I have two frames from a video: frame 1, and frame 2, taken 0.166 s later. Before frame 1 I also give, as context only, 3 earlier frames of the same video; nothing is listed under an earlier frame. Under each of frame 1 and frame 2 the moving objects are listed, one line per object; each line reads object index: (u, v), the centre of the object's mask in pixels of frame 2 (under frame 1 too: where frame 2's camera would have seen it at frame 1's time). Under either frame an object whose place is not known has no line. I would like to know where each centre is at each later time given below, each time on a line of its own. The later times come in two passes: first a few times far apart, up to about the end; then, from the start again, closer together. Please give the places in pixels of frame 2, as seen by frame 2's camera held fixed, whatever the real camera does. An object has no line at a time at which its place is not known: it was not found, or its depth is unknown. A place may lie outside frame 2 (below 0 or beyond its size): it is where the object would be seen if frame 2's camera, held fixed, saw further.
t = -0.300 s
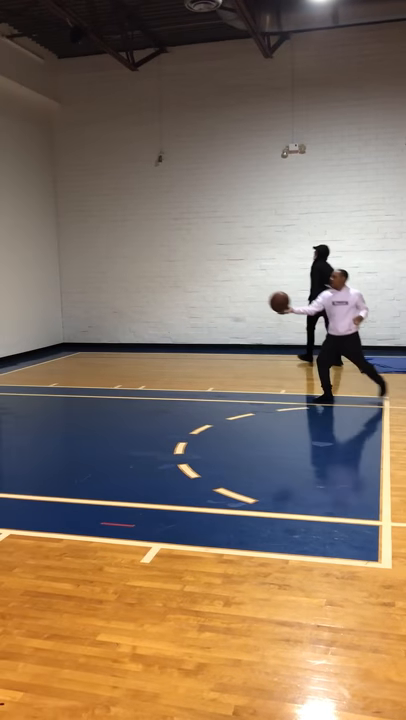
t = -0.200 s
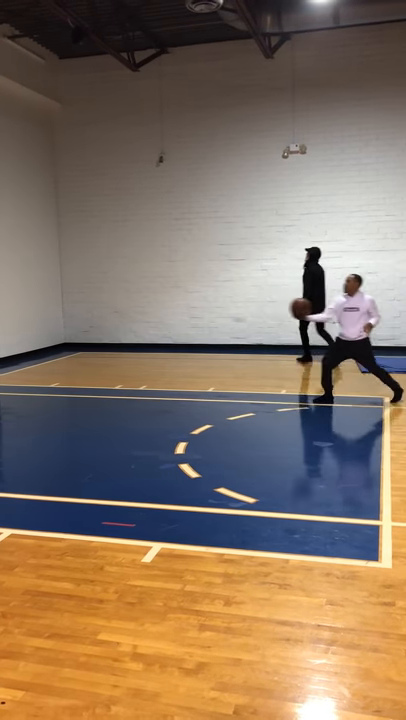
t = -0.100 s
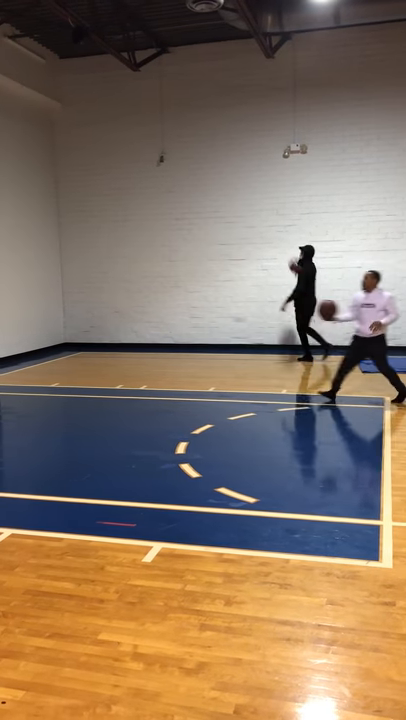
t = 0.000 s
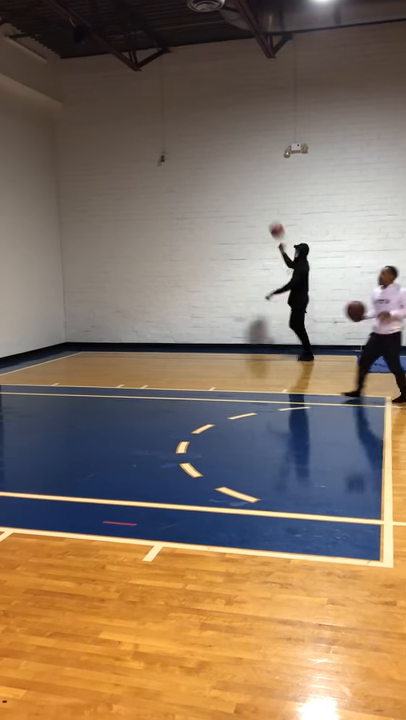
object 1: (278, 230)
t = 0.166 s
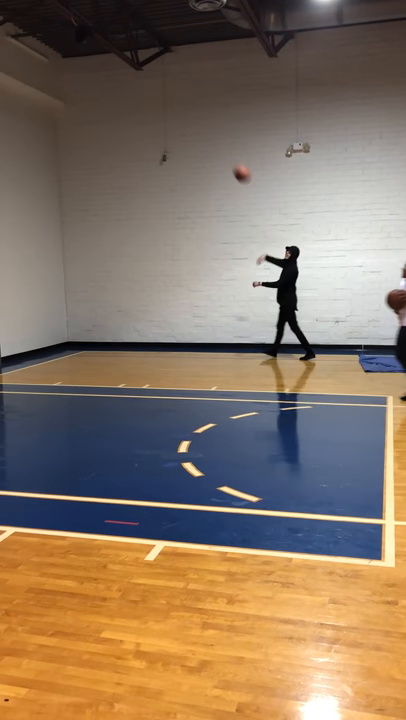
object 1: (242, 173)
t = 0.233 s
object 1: (225, 153)
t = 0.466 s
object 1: (157, 97)
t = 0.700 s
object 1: (70, 74)
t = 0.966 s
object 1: (-56, 103)
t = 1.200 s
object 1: (-19, 78)
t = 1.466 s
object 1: (26, 101)
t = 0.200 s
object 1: (233, 163)
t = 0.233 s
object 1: (225, 153)
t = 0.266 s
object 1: (217, 143)
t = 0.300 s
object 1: (207, 134)
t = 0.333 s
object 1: (198, 126)
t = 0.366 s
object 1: (189, 118)
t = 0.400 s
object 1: (179, 111)
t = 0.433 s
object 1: (169, 104)
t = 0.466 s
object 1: (157, 97)
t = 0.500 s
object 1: (146, 92)
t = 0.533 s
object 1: (134, 87)
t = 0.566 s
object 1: (121, 82)
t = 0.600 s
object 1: (110, 79)
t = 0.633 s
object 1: (96, 76)
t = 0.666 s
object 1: (84, 74)
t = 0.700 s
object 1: (70, 74)
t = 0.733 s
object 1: (56, 74)
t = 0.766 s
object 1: (42, 75)
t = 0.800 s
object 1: (27, 77)
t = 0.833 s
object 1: (12, 80)
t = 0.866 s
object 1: (-4, 84)
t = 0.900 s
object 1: (-21, 89)
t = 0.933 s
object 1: (-38, 96)
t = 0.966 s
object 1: (-56, 103)
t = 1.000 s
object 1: (-61, 103)
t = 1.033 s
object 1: (-54, 97)
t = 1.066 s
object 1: (-48, 92)
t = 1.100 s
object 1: (-41, 86)
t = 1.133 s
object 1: (-35, 82)
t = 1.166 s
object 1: (-28, 80)
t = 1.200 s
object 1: (-19, 78)
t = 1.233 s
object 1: (-14, 78)
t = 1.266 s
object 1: (-9, 78)
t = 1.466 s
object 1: (26, 101)
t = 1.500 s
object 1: (31, 108)
